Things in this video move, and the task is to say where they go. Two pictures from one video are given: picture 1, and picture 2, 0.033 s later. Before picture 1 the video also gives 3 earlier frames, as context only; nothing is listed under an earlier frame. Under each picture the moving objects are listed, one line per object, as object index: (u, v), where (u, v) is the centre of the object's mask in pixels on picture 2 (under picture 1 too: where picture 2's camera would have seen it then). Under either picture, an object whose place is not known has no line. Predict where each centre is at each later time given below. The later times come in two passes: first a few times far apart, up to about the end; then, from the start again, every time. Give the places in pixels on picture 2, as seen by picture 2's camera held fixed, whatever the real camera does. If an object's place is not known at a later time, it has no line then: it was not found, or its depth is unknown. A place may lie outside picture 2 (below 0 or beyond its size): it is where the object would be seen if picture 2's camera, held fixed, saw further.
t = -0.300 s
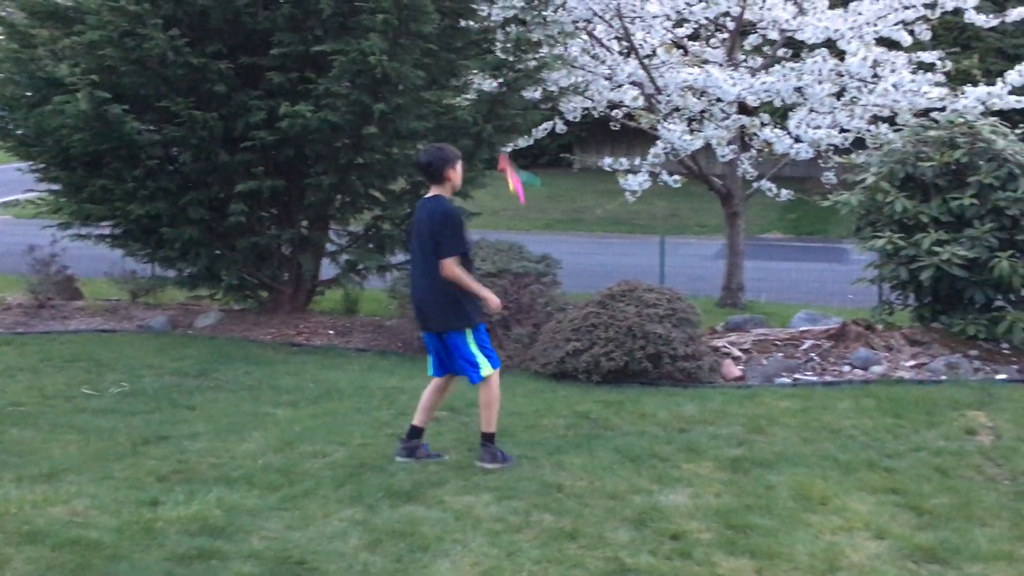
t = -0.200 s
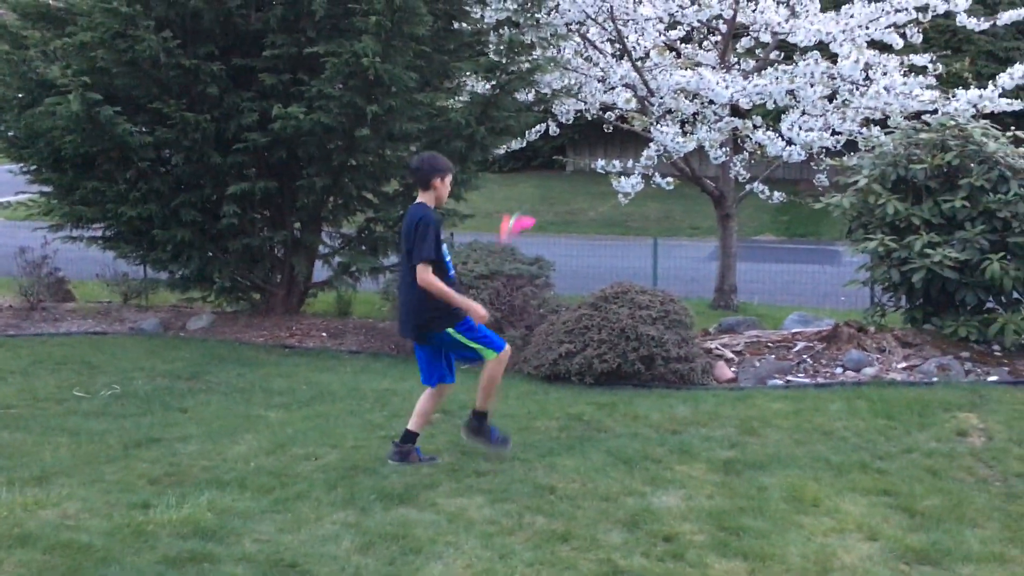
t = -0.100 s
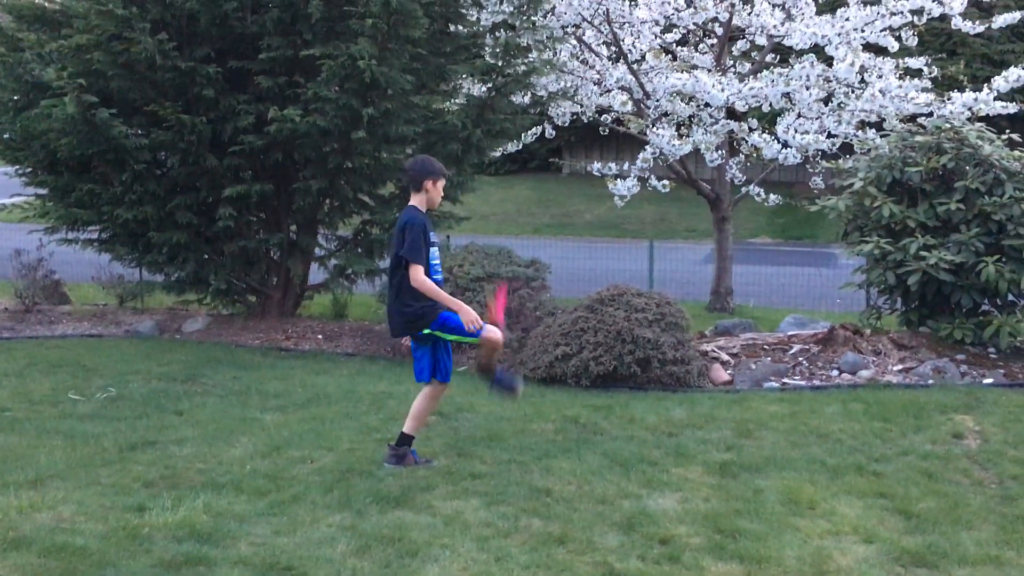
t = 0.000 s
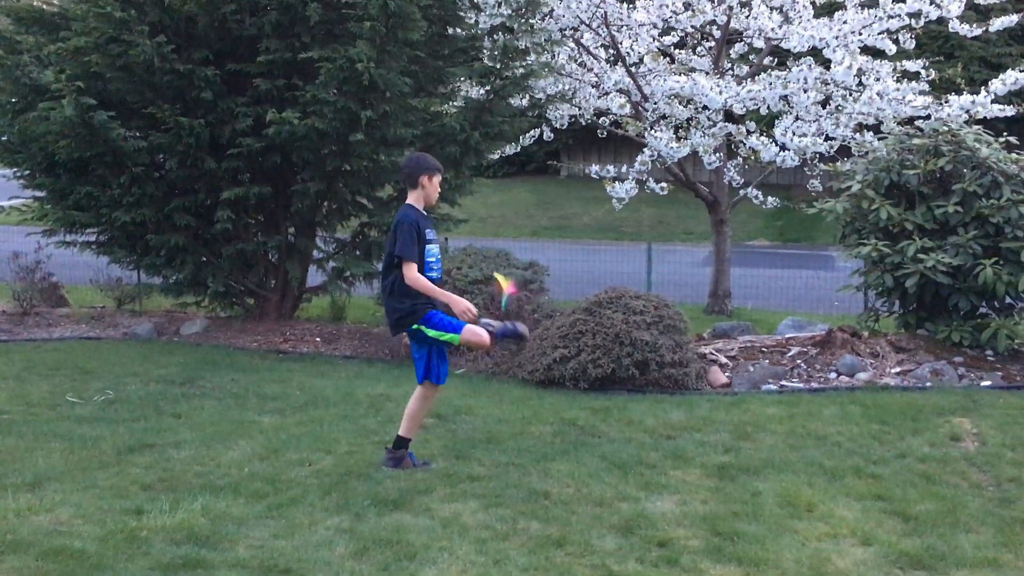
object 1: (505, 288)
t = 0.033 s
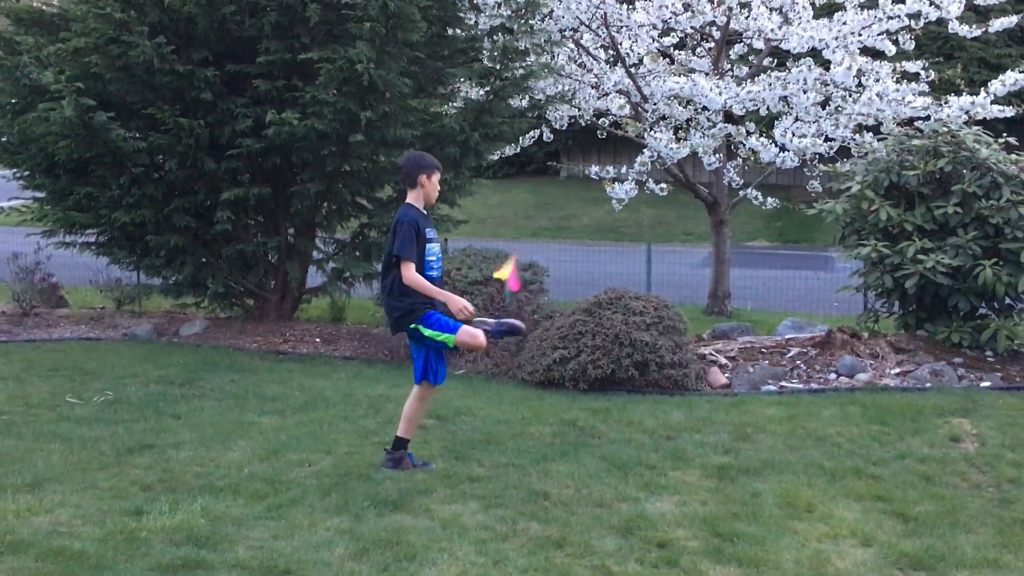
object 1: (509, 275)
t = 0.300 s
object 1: (540, 136)
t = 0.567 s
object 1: (555, 149)
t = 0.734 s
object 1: (564, 212)
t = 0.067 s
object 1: (515, 256)
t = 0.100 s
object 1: (522, 229)
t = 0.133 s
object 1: (529, 204)
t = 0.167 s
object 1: (532, 184)
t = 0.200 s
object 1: (534, 167)
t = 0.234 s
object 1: (537, 154)
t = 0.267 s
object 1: (539, 144)
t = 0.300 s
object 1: (540, 136)
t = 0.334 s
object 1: (542, 131)
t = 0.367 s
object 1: (544, 128)
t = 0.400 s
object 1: (547, 127)
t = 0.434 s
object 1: (548, 128)
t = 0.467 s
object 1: (550, 131)
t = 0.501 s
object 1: (552, 134)
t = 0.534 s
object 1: (553, 141)
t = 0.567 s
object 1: (555, 149)
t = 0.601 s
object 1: (556, 159)
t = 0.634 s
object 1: (557, 169)
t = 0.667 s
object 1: (558, 182)
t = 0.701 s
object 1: (560, 195)
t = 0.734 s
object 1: (564, 212)
